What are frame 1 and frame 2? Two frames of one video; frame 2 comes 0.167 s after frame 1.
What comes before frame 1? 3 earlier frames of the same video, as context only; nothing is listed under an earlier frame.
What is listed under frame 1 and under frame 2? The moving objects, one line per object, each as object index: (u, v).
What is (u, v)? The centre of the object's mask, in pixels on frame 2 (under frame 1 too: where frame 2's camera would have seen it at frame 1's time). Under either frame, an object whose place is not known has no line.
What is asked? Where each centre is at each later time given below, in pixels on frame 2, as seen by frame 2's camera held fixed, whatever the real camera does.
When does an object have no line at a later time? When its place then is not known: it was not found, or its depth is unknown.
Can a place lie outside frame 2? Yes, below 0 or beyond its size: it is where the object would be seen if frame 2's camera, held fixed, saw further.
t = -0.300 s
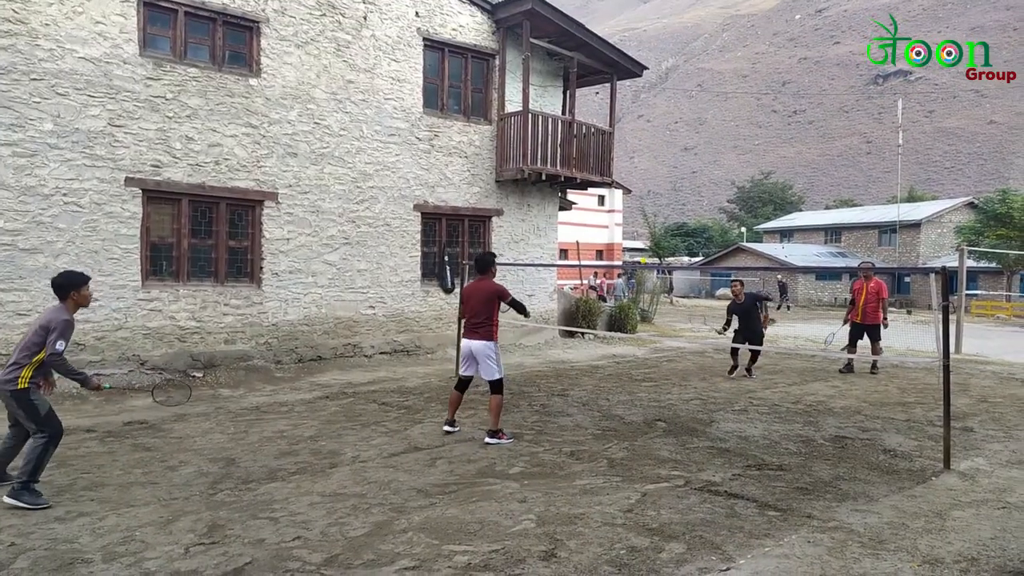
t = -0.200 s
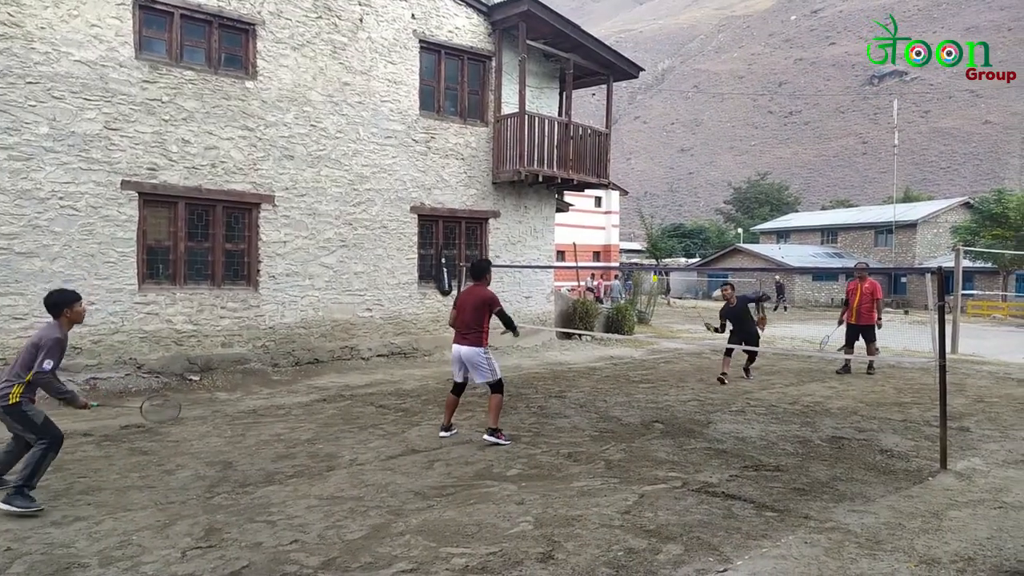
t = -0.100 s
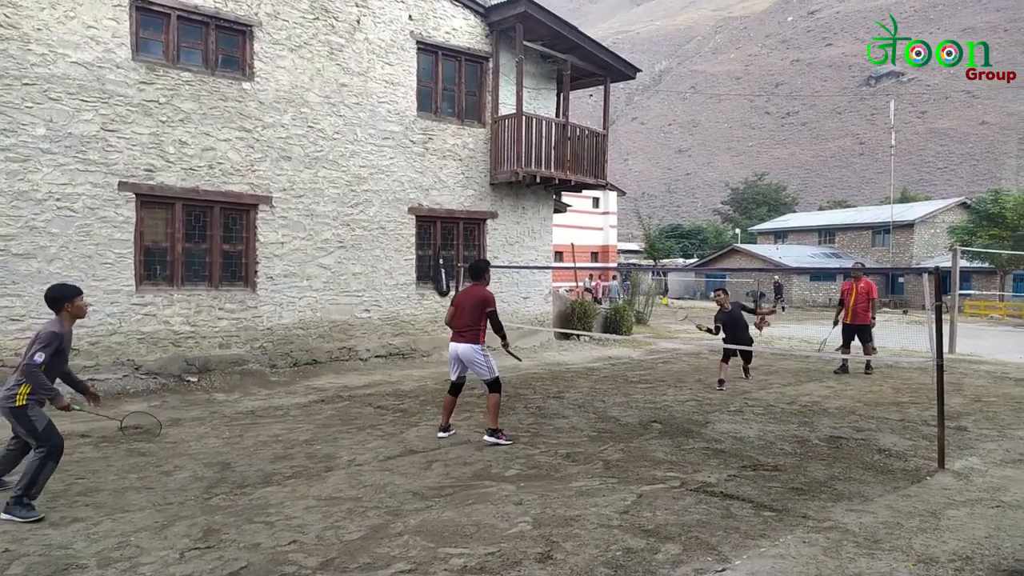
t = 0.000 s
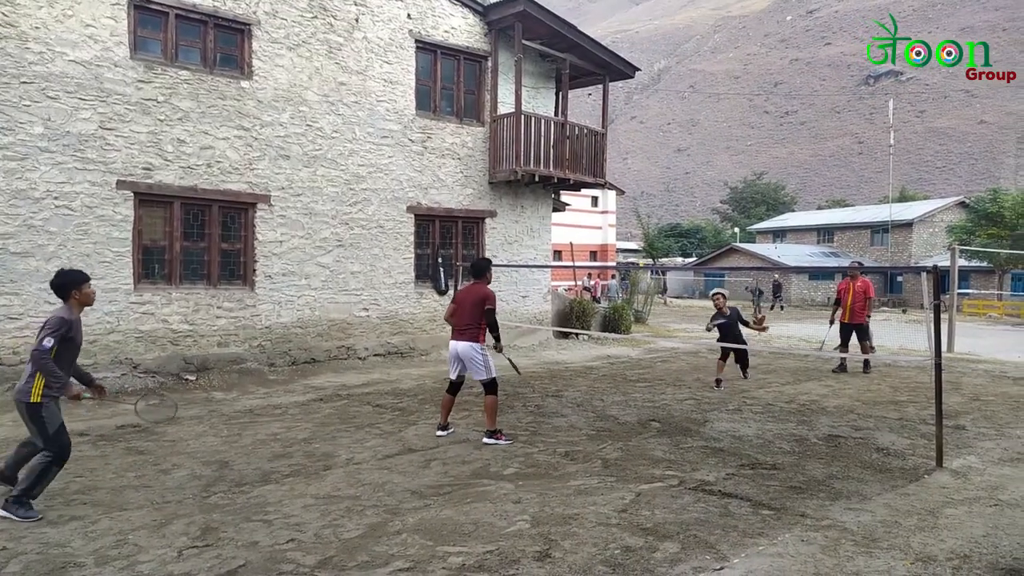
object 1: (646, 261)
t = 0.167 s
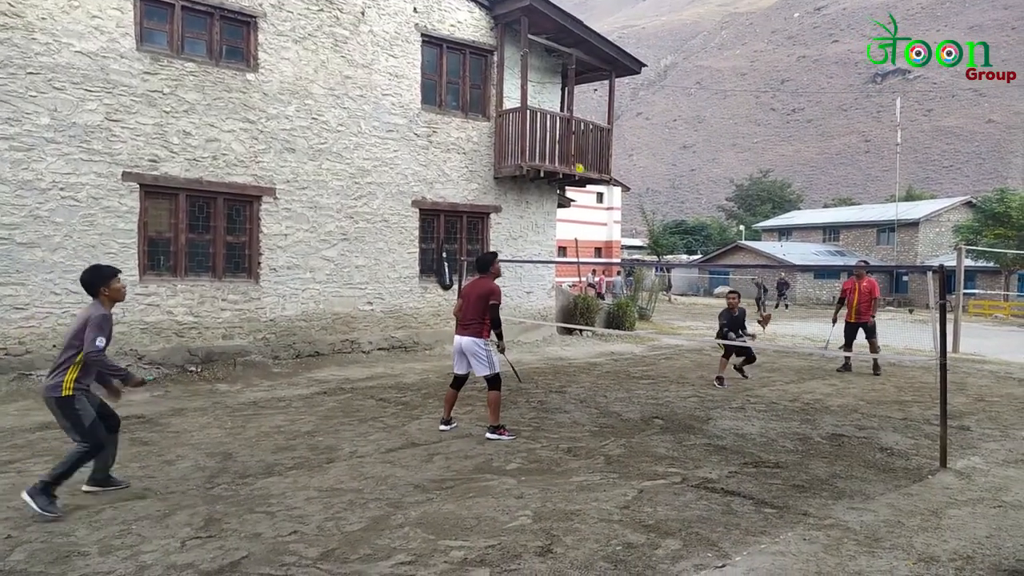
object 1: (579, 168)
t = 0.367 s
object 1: (498, 93)
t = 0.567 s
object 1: (405, 63)
